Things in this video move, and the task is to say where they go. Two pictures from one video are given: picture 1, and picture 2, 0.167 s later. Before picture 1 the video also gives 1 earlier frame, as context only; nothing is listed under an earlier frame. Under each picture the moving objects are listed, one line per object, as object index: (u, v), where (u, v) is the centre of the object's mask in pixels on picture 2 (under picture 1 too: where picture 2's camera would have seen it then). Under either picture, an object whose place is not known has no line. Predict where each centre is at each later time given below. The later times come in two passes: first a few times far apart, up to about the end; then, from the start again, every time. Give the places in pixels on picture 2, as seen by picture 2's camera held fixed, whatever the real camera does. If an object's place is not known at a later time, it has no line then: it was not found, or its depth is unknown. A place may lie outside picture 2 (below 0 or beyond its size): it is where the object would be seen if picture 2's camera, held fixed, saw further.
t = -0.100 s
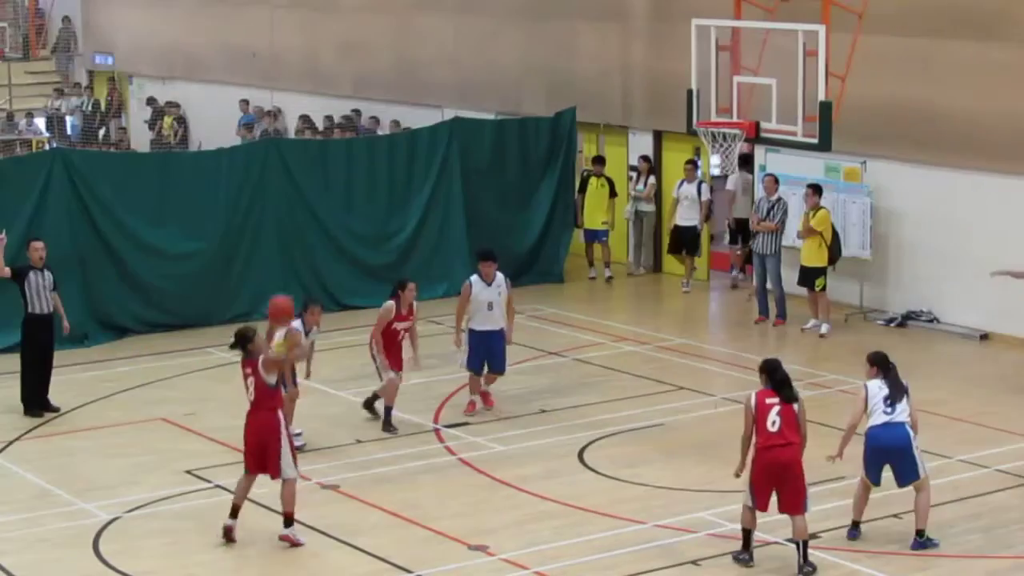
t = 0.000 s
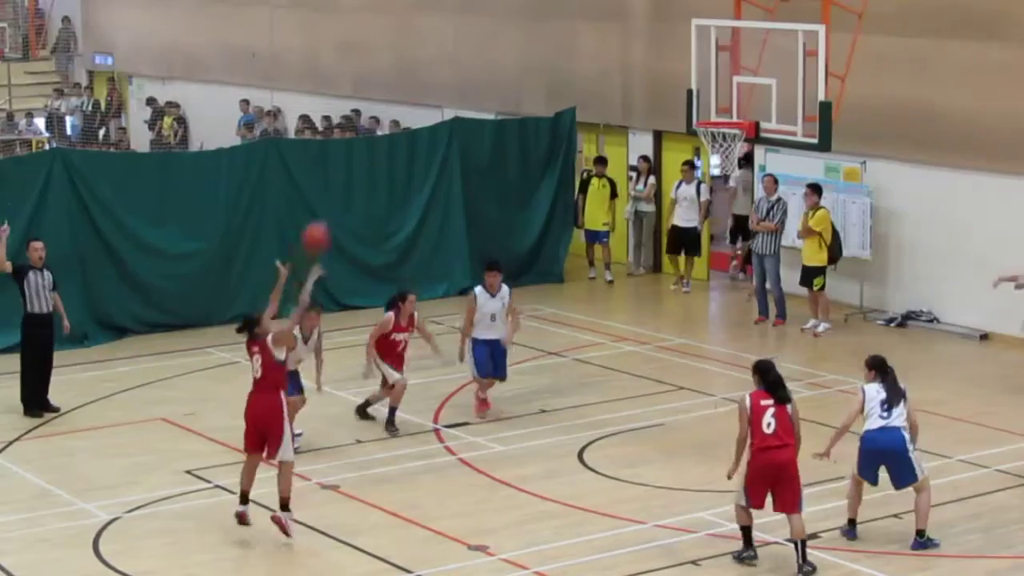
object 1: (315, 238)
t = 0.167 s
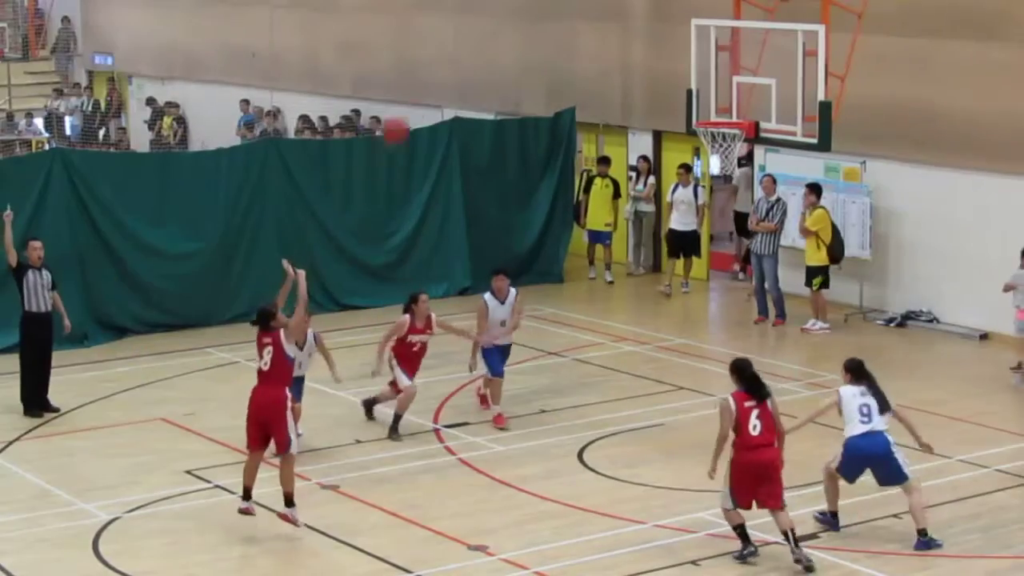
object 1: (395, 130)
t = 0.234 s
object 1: (424, 97)
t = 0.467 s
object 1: (526, 27)
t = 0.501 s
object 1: (540, 23)
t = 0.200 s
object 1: (410, 113)
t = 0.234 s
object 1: (424, 97)
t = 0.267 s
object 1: (439, 84)
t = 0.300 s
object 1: (453, 71)
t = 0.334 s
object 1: (468, 60)
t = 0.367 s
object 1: (483, 50)
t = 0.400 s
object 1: (498, 41)
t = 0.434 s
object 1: (512, 33)
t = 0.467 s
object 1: (526, 27)
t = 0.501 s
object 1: (540, 23)
